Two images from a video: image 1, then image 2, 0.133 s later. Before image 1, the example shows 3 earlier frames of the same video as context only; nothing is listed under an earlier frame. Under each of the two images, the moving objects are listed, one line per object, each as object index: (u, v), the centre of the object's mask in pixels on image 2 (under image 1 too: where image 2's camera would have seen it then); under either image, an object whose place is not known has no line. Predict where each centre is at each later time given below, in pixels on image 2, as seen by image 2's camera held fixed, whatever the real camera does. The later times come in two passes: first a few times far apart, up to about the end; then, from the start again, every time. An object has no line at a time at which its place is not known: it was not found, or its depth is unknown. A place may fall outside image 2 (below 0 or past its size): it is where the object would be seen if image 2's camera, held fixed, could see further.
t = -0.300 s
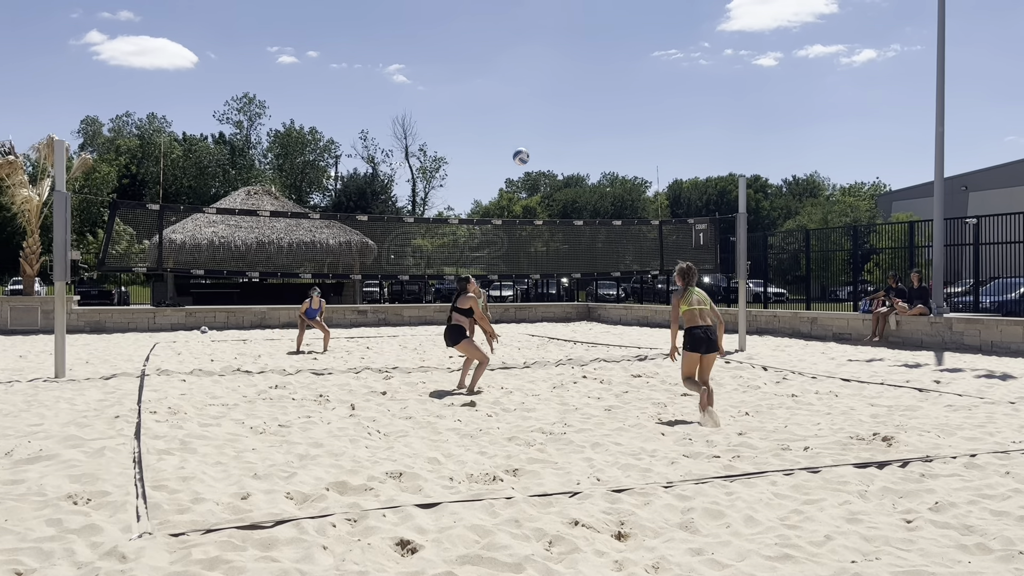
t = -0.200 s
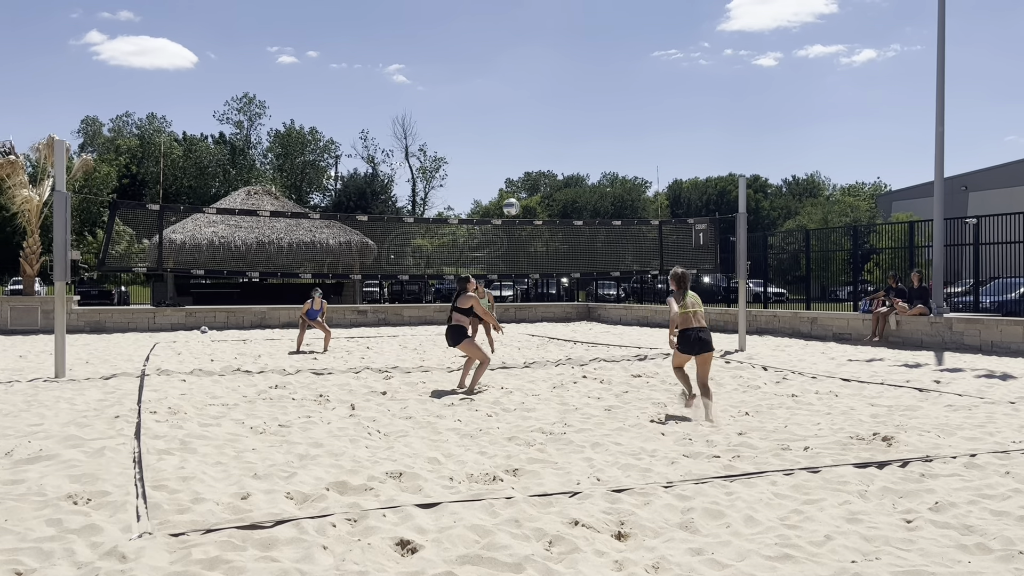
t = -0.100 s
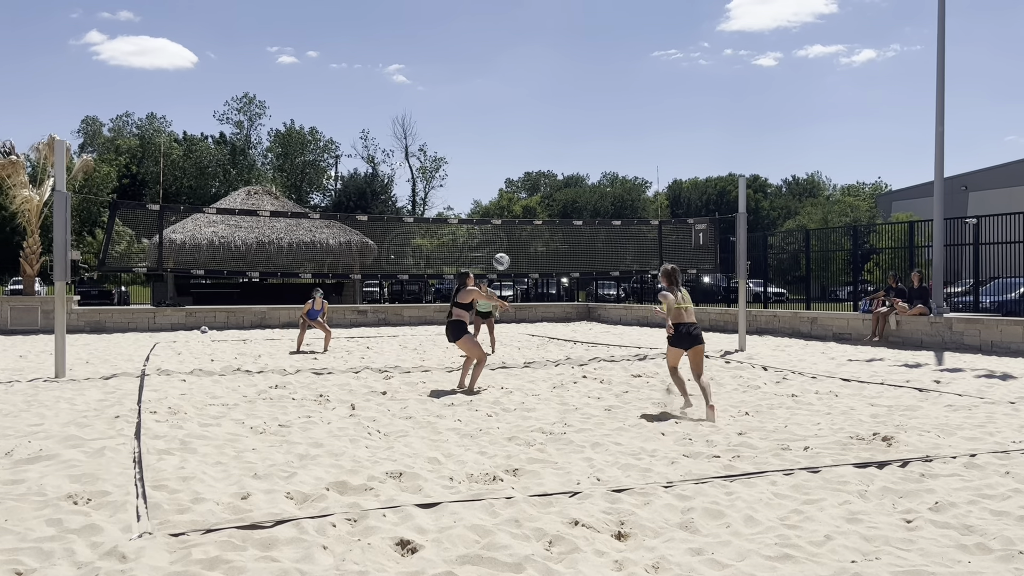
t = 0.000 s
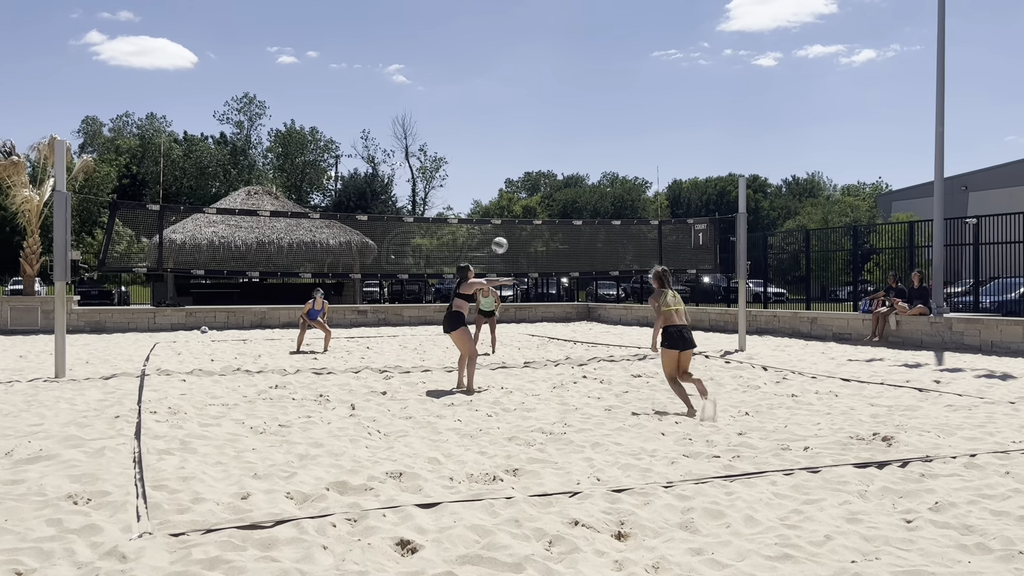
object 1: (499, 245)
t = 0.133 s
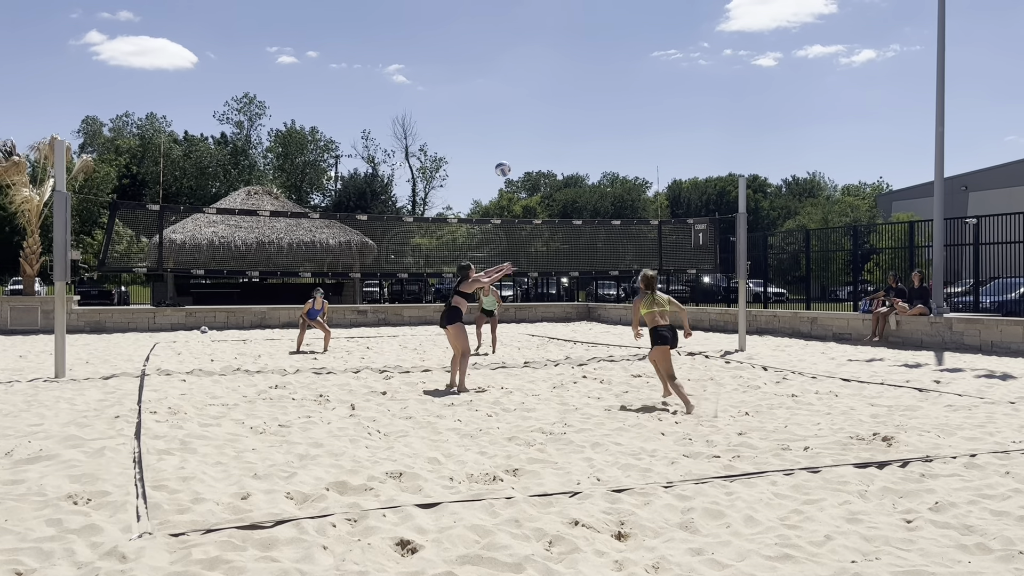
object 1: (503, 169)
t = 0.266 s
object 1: (504, 108)
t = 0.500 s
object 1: (507, 40)
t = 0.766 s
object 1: (505, 17)
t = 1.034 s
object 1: (499, 45)
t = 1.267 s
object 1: (491, 106)
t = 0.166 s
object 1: (503, 152)
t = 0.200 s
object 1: (504, 137)
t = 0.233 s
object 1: (504, 122)
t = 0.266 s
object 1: (504, 108)
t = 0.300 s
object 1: (505, 96)
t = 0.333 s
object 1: (505, 84)
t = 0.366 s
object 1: (506, 73)
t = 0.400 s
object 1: (506, 64)
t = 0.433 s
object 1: (506, 55)
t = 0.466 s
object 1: (507, 47)
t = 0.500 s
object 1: (507, 40)
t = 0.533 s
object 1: (507, 34)
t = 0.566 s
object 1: (507, 29)
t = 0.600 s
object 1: (507, 25)
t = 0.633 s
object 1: (507, 22)
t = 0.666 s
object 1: (506, 19)
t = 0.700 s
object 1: (506, 18)
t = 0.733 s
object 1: (506, 17)
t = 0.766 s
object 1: (505, 17)
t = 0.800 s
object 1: (505, 18)
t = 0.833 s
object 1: (504, 20)
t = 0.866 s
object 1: (504, 22)
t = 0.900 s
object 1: (503, 25)
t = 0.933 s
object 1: (502, 29)
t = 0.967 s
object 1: (501, 34)
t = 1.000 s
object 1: (500, 39)
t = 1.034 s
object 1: (499, 45)
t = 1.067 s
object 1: (498, 52)
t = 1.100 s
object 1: (497, 59)
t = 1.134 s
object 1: (496, 67)
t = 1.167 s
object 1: (495, 76)
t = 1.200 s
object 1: (494, 86)
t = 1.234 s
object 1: (493, 96)
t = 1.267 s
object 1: (491, 106)
